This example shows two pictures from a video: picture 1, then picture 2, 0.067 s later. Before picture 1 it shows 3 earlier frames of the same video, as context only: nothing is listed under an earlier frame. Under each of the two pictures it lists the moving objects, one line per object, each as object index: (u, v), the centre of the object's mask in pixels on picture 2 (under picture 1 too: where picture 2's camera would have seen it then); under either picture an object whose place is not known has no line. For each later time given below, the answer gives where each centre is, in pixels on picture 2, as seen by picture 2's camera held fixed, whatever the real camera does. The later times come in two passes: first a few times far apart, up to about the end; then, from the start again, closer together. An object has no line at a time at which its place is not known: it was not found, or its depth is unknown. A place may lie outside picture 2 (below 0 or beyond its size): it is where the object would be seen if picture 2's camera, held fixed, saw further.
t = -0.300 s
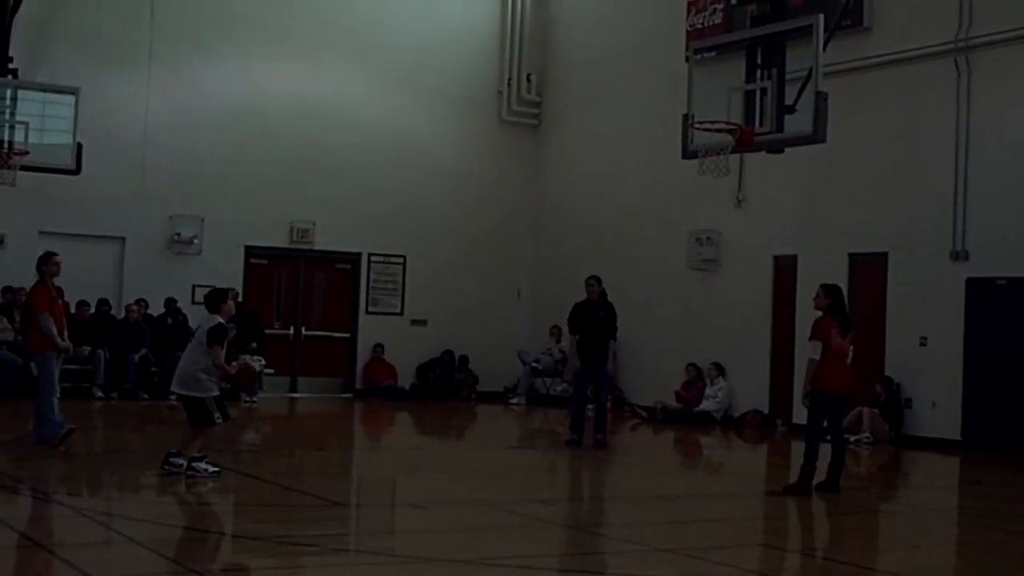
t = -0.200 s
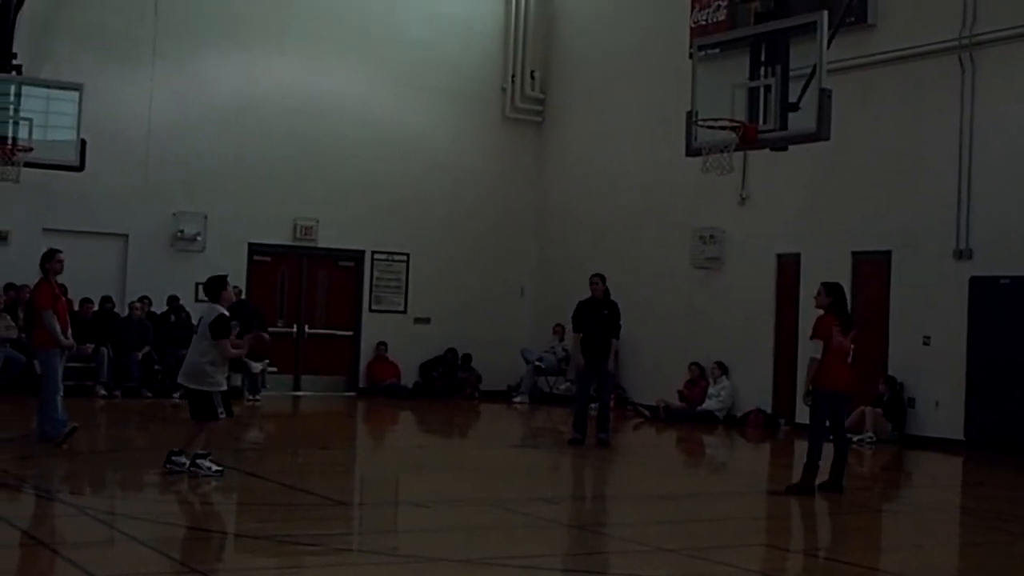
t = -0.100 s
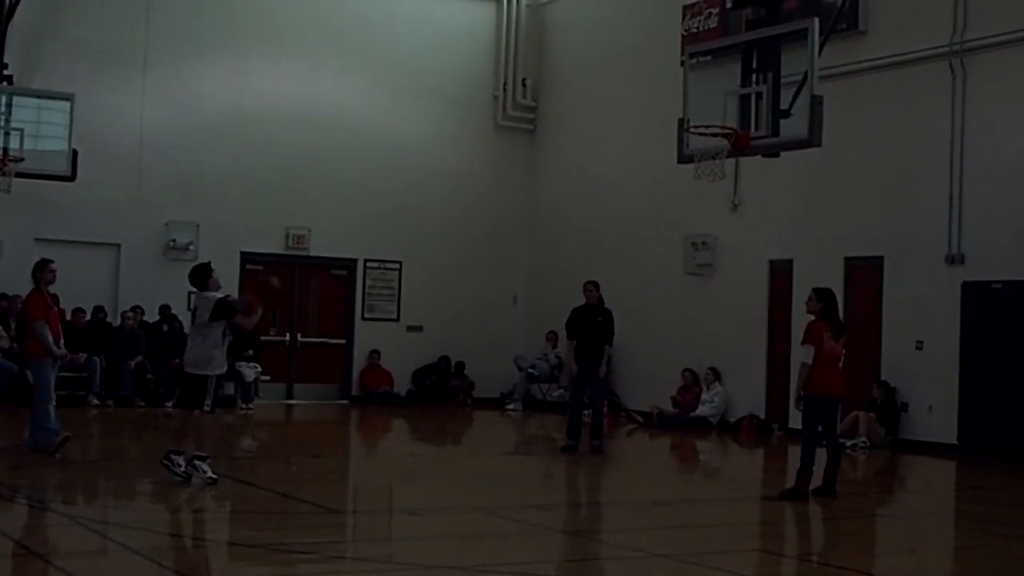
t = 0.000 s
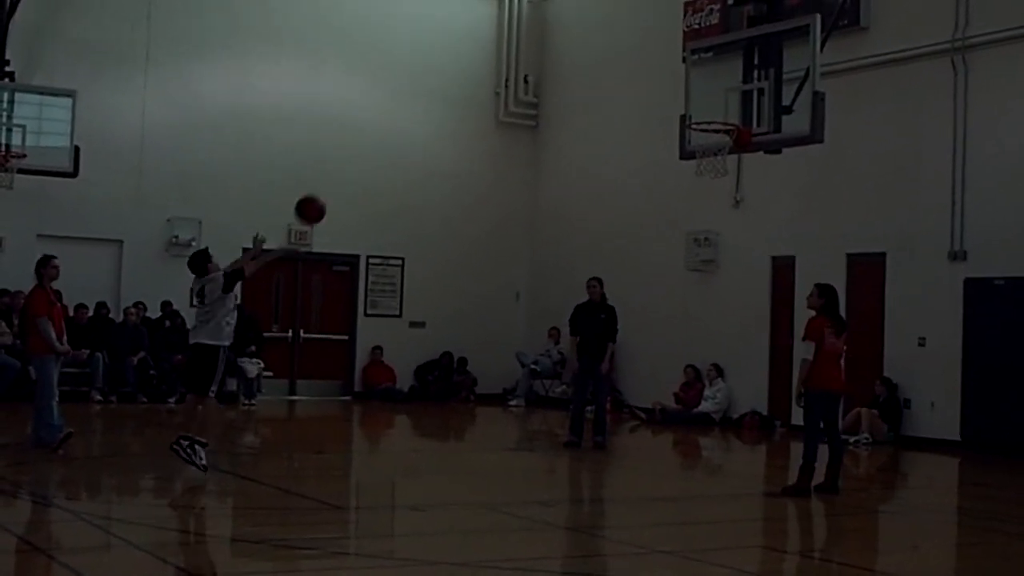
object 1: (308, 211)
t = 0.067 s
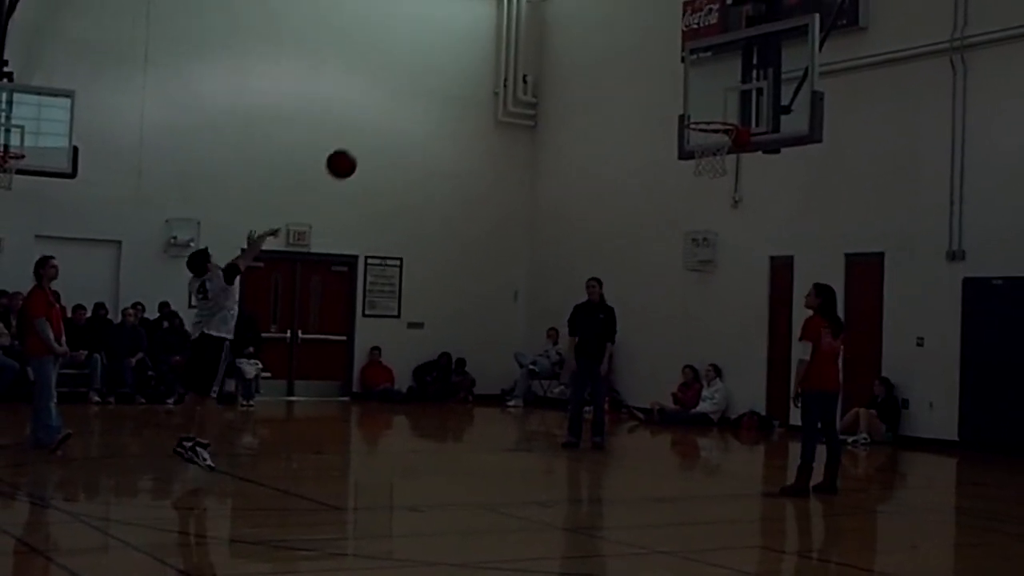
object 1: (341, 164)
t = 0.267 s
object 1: (432, 64)
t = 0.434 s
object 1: (501, 22)
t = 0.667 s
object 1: (591, 17)
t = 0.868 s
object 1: (662, 62)
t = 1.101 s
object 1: (713, 98)
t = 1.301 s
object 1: (727, 103)
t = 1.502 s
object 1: (742, 157)
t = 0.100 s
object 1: (357, 143)
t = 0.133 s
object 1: (372, 125)
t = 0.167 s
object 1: (387, 107)
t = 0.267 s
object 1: (432, 64)
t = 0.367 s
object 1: (475, 33)
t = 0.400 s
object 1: (488, 26)
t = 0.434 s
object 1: (501, 22)
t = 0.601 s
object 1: (567, 14)
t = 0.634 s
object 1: (579, 15)
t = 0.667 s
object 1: (591, 17)
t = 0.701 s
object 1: (603, 21)
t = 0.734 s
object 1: (616, 27)
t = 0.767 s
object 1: (628, 33)
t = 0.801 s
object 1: (640, 42)
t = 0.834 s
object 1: (651, 52)
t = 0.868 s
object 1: (662, 62)
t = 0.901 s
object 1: (674, 74)
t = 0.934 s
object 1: (685, 87)
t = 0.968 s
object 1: (697, 101)
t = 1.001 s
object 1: (706, 113)
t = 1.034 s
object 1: (708, 107)
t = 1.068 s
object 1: (711, 102)
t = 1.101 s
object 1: (713, 98)
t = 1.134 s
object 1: (715, 96)
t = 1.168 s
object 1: (718, 95)
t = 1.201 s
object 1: (720, 95)
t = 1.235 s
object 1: (722, 96)
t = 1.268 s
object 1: (725, 99)
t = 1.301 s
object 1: (727, 103)
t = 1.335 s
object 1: (730, 108)
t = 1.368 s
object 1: (731, 115)
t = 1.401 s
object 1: (733, 123)
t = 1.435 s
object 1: (737, 134)
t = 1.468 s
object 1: (740, 144)
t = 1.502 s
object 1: (742, 157)
